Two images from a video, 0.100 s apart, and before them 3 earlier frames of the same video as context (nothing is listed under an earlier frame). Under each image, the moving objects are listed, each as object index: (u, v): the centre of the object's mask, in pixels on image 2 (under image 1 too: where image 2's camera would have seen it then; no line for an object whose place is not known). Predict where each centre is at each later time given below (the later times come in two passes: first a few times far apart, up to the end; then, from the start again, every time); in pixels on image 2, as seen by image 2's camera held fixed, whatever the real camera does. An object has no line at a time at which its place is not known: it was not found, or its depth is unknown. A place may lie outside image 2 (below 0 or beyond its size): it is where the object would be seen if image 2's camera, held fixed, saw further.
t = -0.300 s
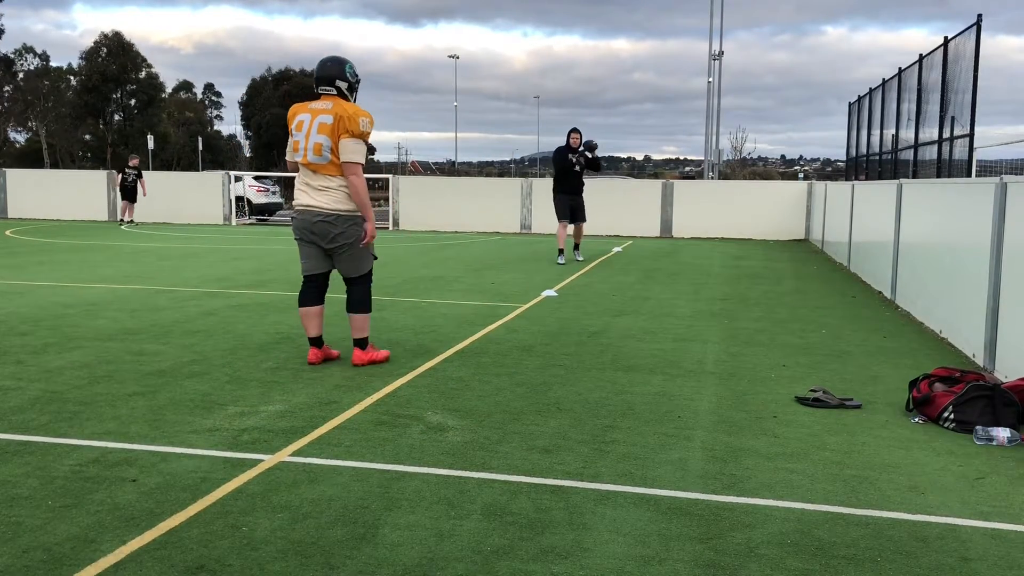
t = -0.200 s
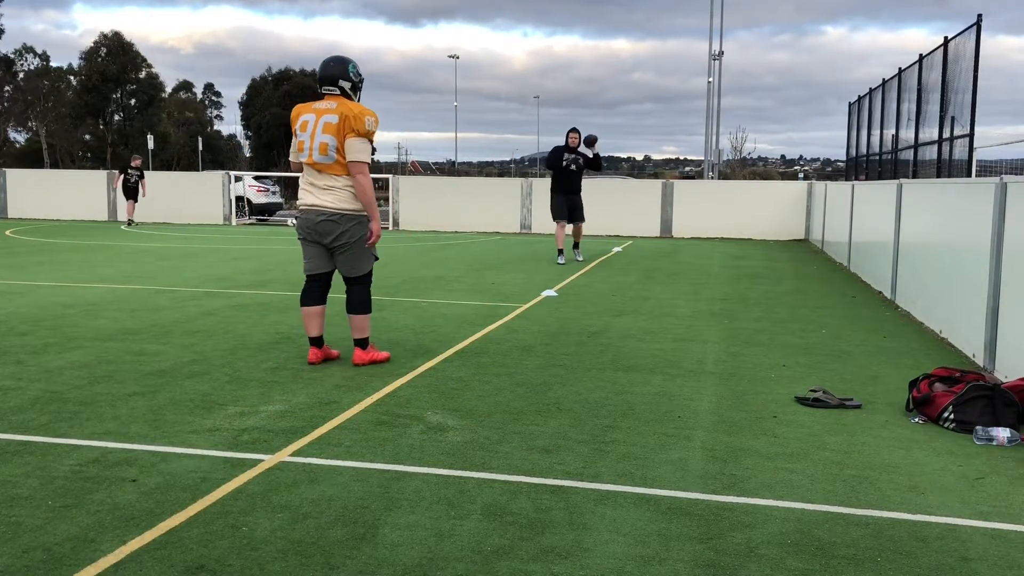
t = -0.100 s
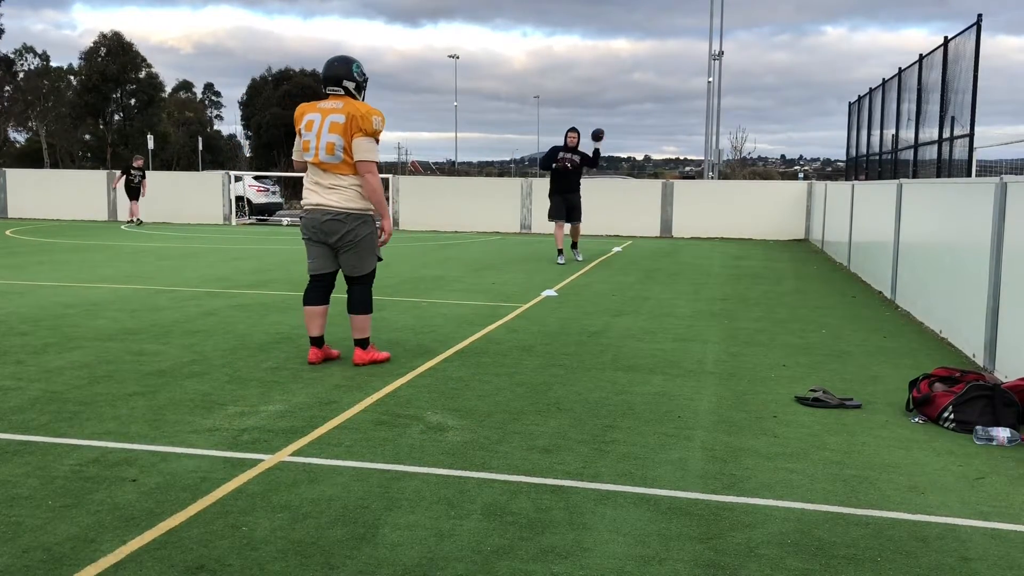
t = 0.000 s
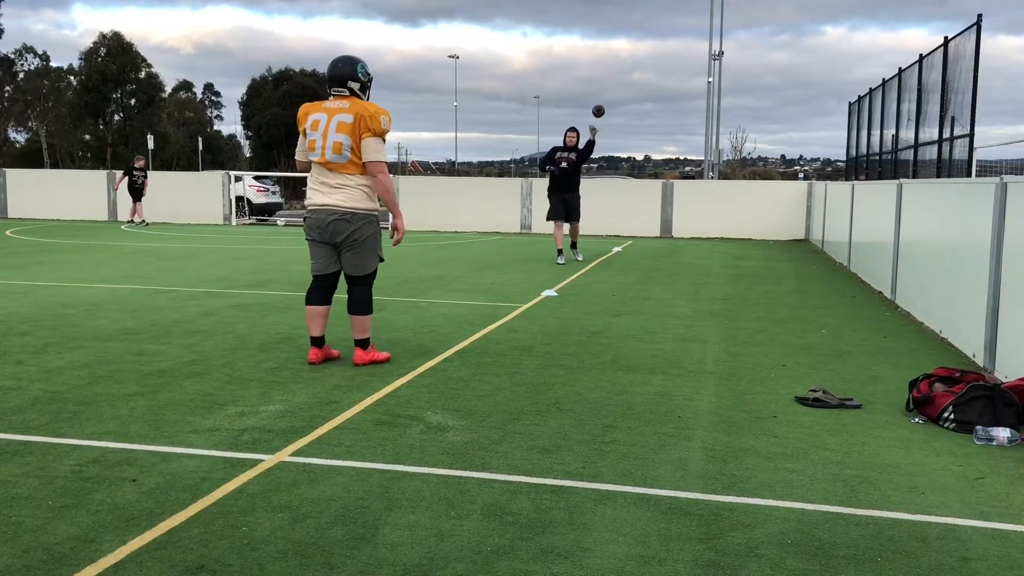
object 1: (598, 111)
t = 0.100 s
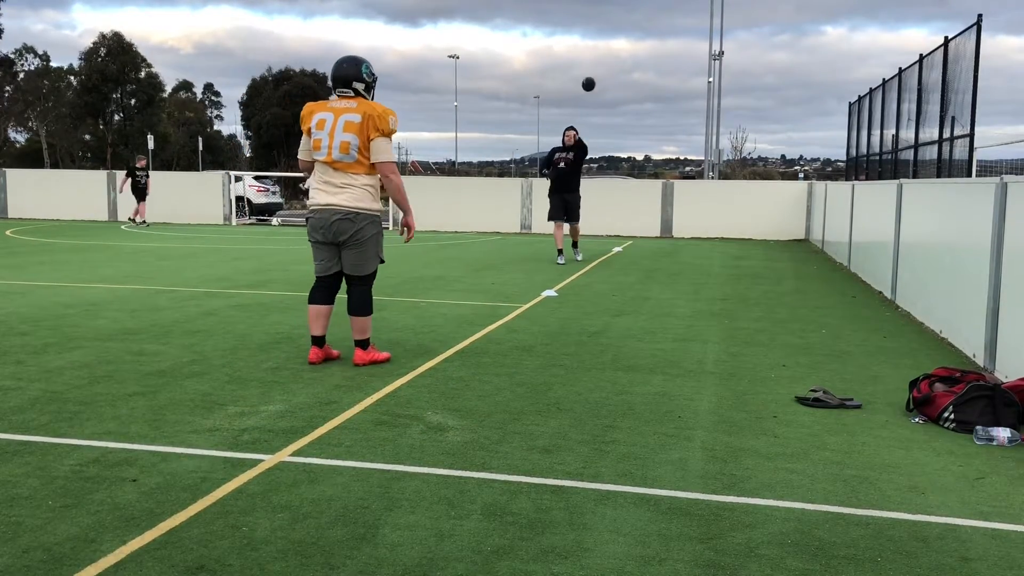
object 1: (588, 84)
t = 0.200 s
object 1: (576, 61)
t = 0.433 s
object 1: (538, 34)
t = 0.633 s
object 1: (487, 56)
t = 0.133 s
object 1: (584, 76)
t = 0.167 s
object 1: (580, 68)
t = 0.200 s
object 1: (576, 61)
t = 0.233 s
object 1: (572, 55)
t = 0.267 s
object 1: (567, 49)
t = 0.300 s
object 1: (562, 44)
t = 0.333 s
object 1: (557, 41)
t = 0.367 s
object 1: (551, 38)
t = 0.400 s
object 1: (545, 35)
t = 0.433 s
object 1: (538, 34)
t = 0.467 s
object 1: (531, 34)
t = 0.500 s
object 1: (524, 35)
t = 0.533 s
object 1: (516, 38)
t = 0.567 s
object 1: (507, 42)
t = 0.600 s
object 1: (497, 48)
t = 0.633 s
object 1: (487, 56)
